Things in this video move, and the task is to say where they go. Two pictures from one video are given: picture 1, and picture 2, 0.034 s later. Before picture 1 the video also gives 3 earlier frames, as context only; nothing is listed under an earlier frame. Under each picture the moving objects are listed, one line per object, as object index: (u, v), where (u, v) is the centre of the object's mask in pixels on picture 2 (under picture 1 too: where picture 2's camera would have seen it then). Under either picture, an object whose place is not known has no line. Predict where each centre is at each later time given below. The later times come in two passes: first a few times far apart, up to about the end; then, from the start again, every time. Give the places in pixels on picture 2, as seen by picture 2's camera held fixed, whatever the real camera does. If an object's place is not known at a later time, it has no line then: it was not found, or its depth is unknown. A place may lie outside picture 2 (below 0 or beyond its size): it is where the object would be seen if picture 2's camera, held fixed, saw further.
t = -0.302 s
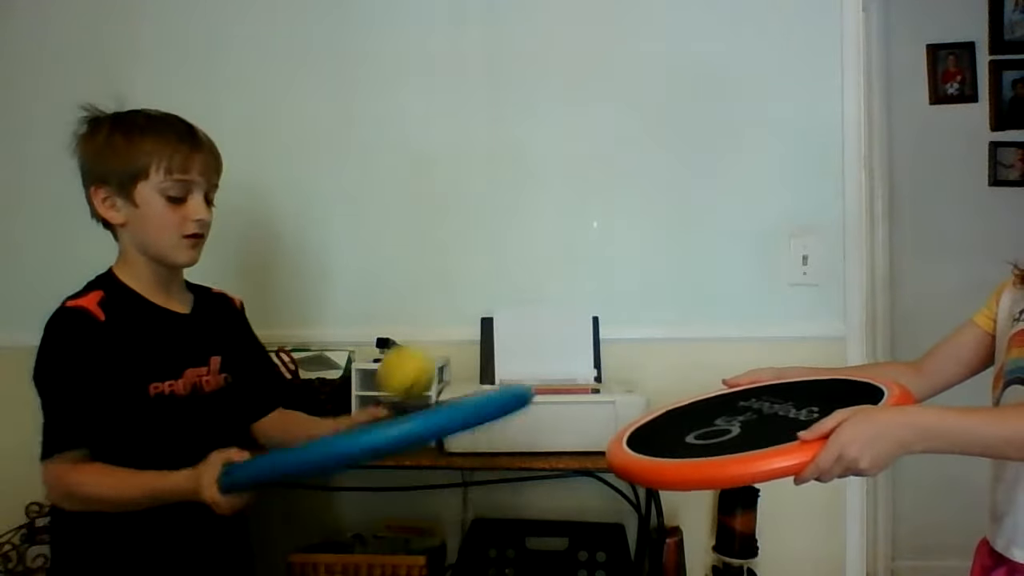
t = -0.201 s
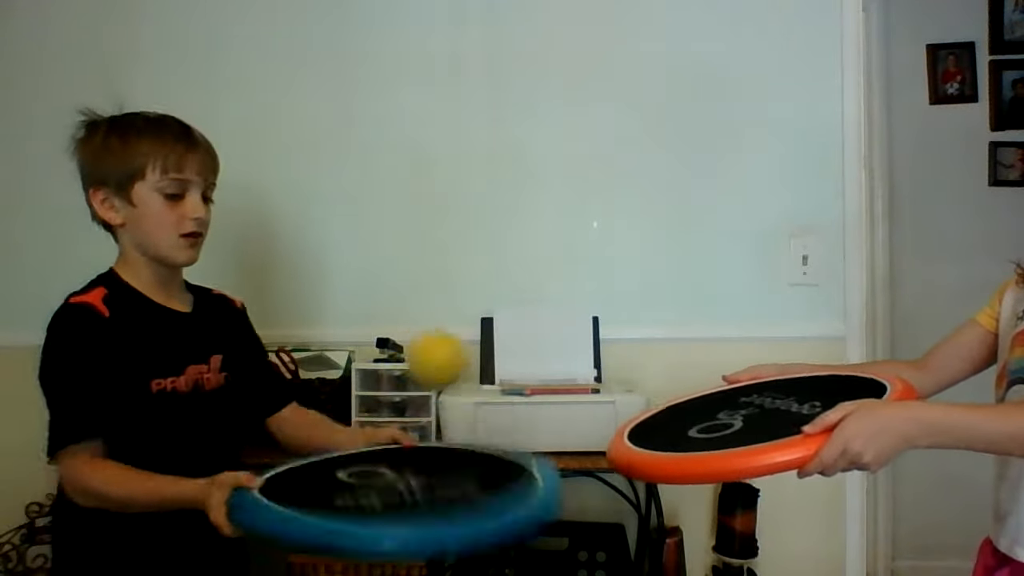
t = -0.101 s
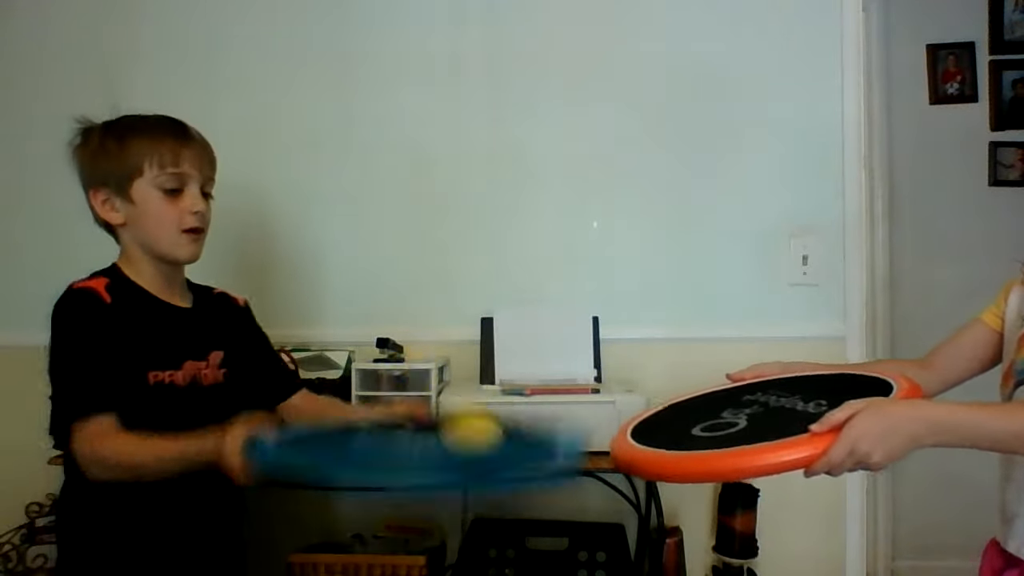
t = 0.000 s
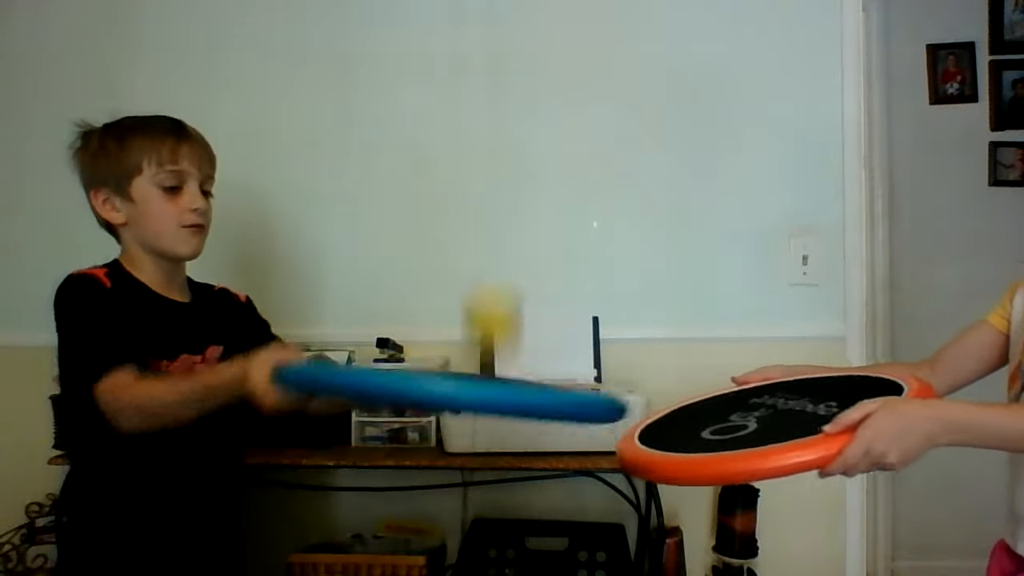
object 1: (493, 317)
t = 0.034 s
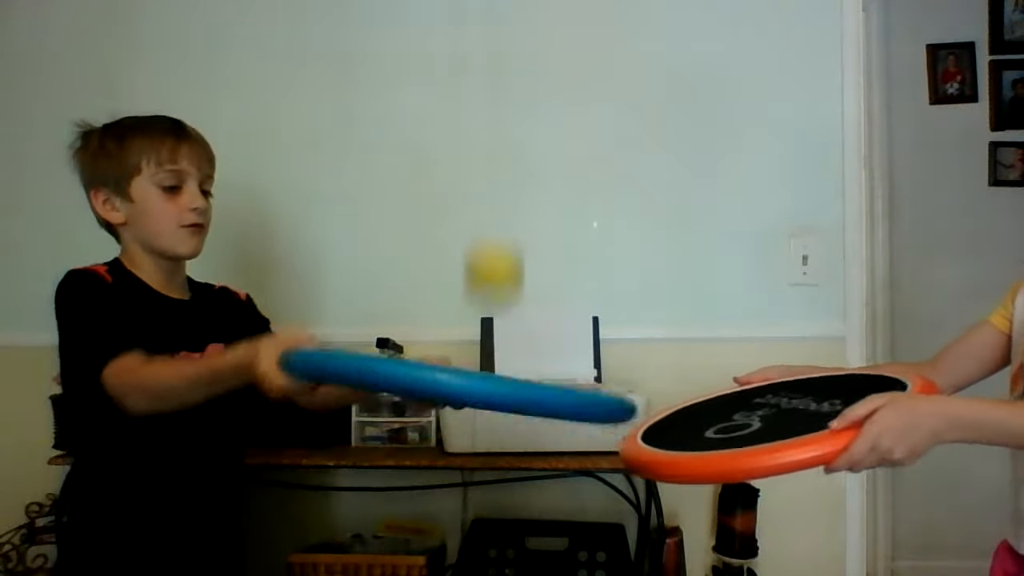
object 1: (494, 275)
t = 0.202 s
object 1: (502, 165)
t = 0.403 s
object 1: (518, 353)
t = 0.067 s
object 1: (495, 230)
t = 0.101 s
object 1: (496, 199)
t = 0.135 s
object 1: (499, 178)
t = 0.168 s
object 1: (501, 167)
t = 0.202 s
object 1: (502, 165)
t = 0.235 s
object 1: (504, 171)
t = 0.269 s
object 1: (506, 185)
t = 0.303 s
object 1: (509, 213)
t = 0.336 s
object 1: (511, 250)
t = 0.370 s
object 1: (513, 295)
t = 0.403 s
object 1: (518, 353)
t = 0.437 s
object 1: (519, 431)
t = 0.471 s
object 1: (521, 516)
